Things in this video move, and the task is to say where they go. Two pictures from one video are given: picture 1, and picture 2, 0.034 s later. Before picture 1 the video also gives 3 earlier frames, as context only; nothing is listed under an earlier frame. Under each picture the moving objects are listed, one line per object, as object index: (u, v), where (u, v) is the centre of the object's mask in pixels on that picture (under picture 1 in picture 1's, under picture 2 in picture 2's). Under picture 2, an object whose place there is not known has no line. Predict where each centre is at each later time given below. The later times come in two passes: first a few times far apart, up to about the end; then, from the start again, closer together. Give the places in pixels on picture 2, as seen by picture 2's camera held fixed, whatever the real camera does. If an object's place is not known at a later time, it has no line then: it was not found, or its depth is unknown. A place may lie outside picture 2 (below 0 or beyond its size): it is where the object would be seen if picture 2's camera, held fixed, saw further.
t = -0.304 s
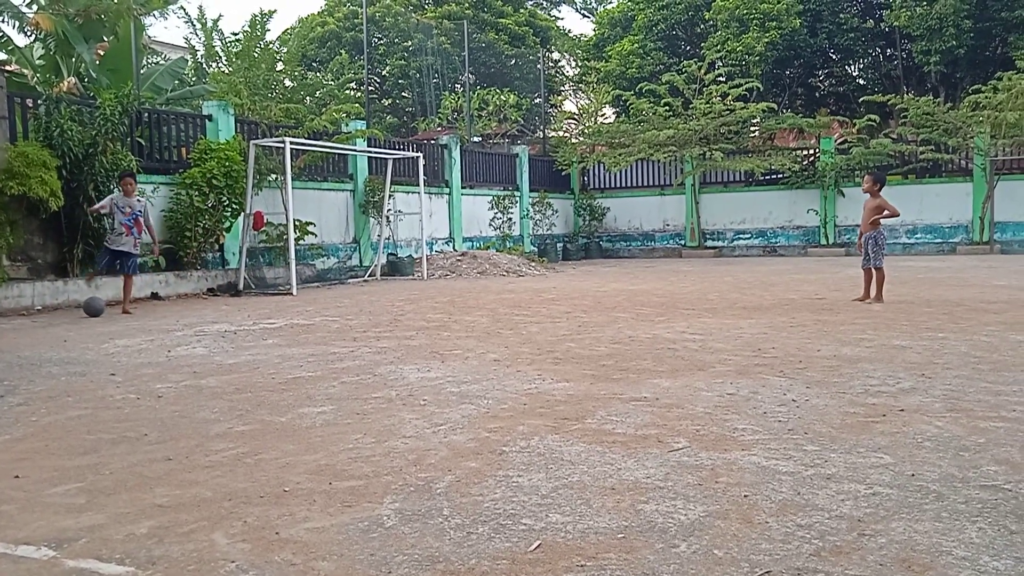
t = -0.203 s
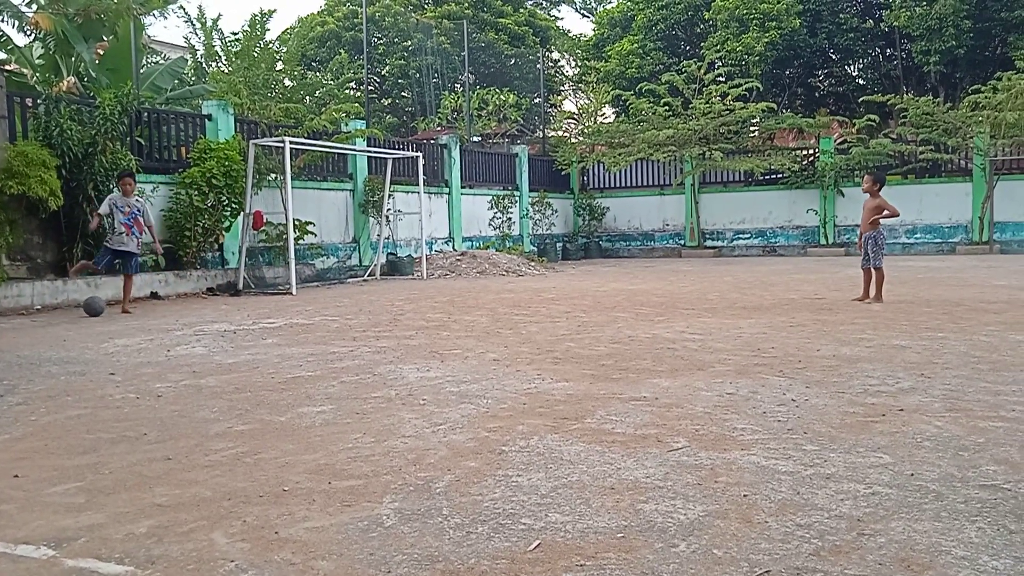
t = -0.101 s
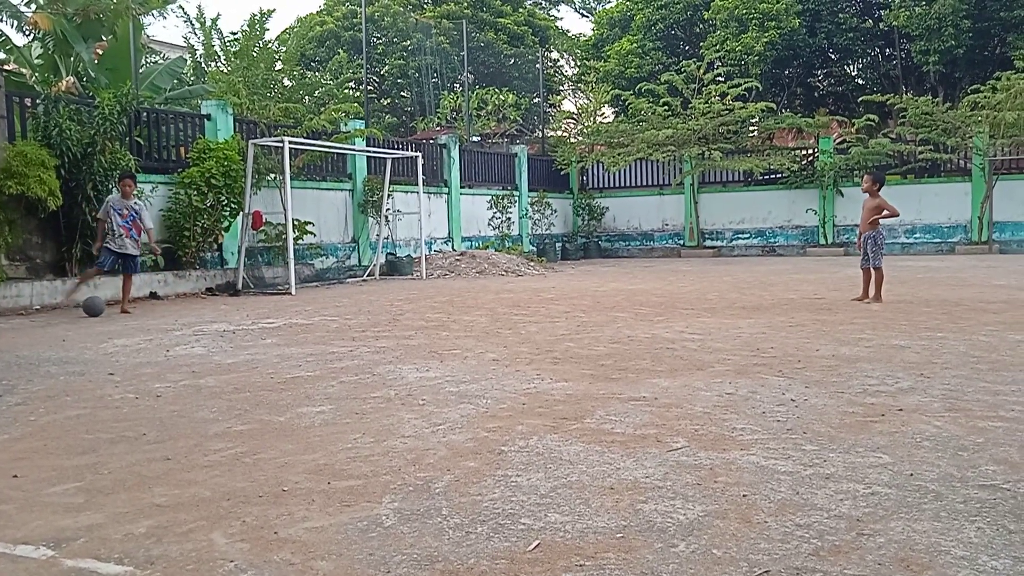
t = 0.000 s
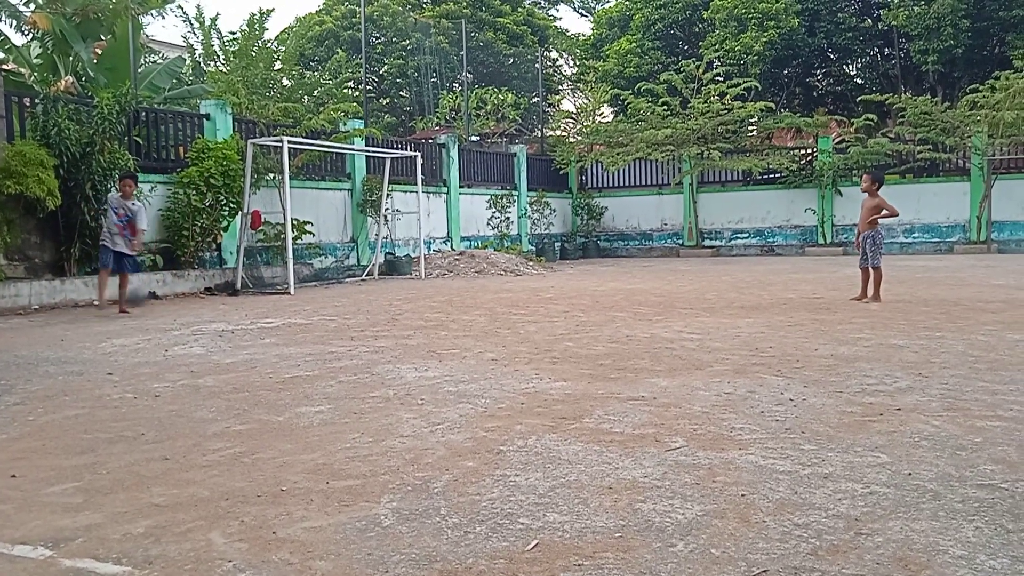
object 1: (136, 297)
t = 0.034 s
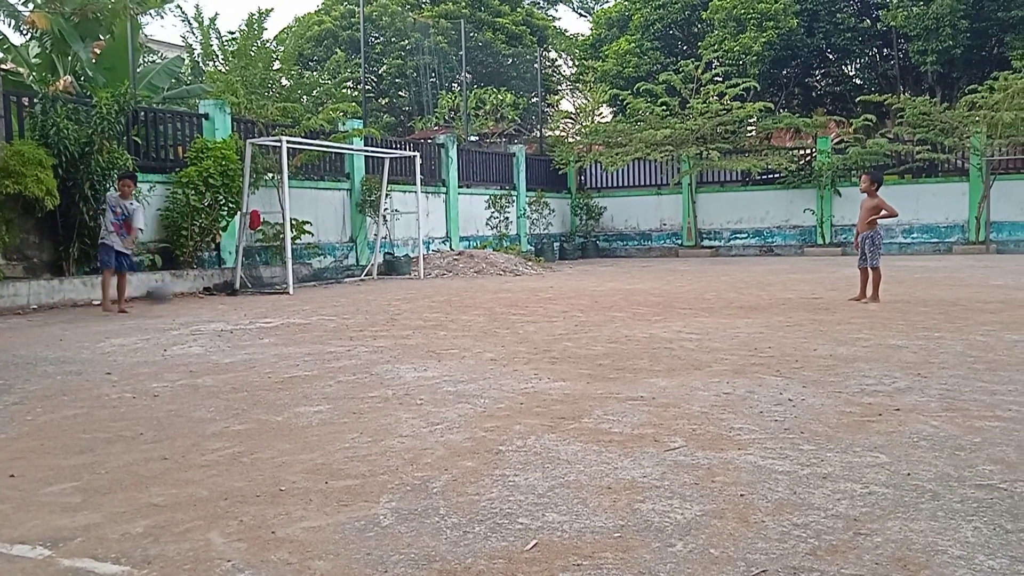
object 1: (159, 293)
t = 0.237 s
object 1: (310, 298)
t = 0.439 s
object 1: (451, 302)
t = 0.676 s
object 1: (582, 305)
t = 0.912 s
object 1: (693, 307)
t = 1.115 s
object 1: (788, 305)
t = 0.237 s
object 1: (310, 298)
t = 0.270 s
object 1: (337, 303)
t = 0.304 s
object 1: (362, 304)
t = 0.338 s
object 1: (383, 302)
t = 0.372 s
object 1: (407, 301)
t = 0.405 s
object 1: (428, 301)
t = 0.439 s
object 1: (451, 302)
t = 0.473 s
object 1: (473, 306)
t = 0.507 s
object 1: (493, 305)
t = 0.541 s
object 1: (511, 303)
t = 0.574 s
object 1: (530, 303)
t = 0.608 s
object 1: (548, 304)
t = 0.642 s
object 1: (565, 307)
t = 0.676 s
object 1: (582, 305)
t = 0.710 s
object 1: (598, 304)
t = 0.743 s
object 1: (615, 306)
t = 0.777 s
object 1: (631, 304)
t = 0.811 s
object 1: (646, 303)
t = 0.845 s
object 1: (661, 303)
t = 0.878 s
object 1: (677, 304)
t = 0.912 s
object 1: (693, 307)
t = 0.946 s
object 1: (710, 306)
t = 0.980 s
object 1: (725, 305)
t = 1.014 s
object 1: (740, 304)
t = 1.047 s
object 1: (756, 305)
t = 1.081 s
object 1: (772, 307)
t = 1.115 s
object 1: (788, 305)
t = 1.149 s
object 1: (803, 305)
